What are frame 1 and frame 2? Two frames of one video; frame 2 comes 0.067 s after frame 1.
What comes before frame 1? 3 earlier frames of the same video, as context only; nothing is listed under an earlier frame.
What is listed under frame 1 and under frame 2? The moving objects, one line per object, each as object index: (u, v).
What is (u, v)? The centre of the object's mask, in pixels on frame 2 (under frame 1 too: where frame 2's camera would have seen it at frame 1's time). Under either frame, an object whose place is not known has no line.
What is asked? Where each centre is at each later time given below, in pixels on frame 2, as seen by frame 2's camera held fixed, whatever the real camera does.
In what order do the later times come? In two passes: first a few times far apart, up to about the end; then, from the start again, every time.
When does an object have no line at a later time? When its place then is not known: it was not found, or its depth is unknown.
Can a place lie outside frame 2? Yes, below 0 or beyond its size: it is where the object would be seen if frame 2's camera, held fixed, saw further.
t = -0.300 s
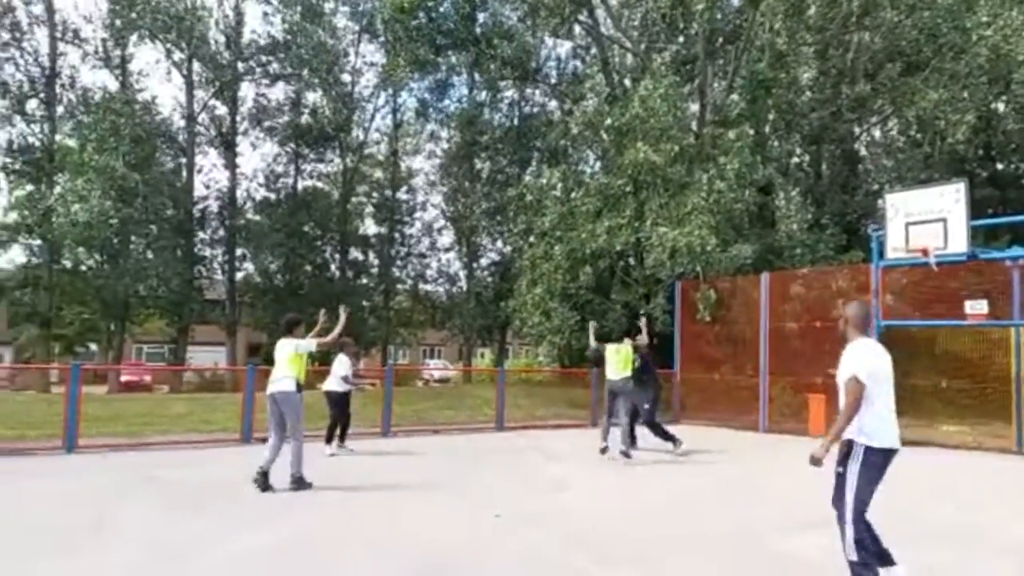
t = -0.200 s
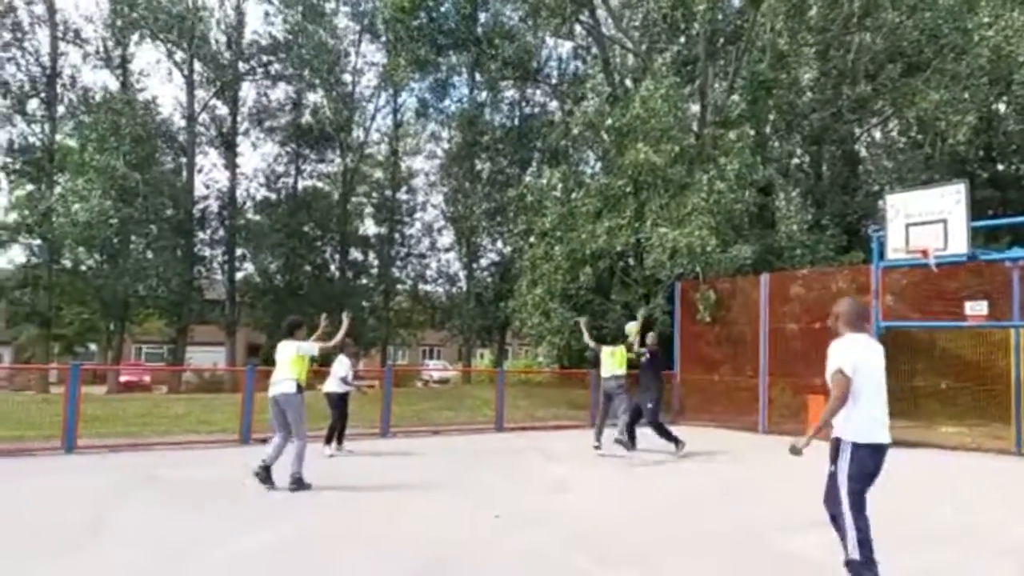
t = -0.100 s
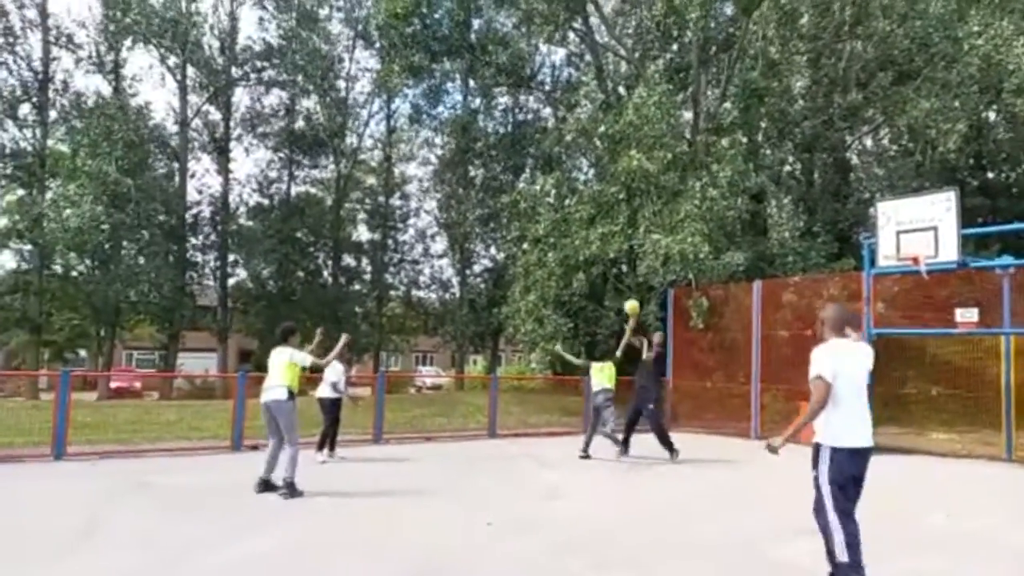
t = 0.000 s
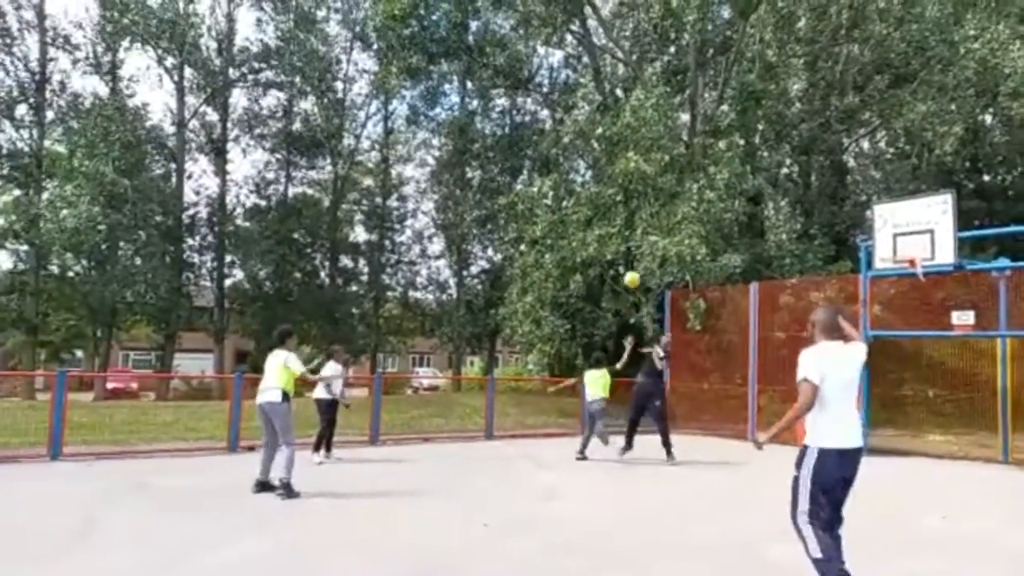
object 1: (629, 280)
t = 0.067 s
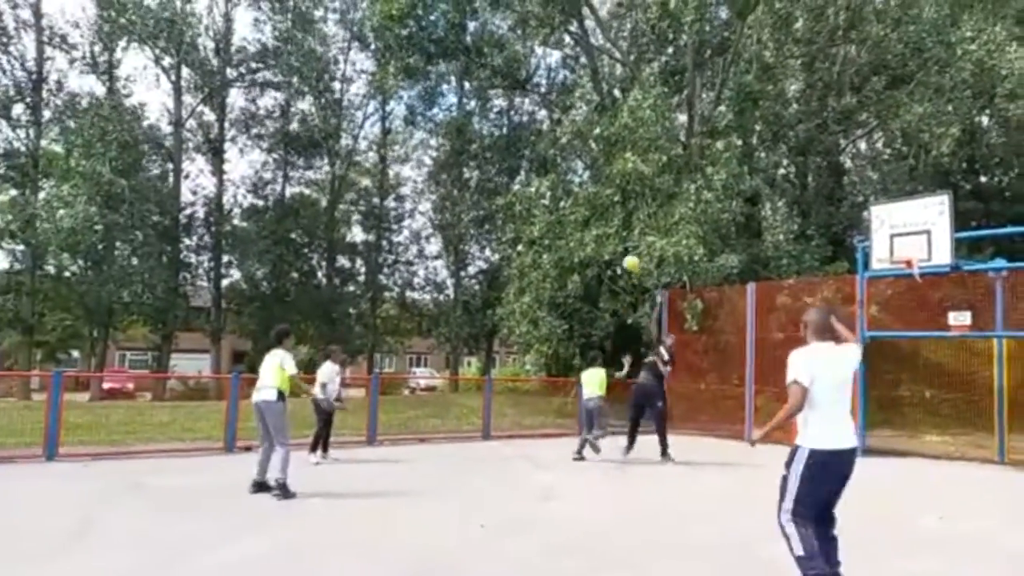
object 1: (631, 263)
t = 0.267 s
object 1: (636, 228)
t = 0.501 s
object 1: (643, 219)
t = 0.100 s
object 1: (632, 256)
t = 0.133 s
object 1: (633, 250)
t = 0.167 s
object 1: (634, 243)
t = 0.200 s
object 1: (634, 236)
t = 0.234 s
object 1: (635, 231)
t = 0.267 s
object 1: (636, 228)
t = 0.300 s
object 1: (637, 223)
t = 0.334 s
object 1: (638, 221)
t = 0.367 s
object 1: (639, 220)
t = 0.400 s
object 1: (640, 219)
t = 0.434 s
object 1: (641, 218)
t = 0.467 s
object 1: (642, 218)
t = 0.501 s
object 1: (643, 219)
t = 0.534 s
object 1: (644, 221)
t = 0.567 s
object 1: (646, 224)
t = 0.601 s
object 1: (647, 229)
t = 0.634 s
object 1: (649, 235)
